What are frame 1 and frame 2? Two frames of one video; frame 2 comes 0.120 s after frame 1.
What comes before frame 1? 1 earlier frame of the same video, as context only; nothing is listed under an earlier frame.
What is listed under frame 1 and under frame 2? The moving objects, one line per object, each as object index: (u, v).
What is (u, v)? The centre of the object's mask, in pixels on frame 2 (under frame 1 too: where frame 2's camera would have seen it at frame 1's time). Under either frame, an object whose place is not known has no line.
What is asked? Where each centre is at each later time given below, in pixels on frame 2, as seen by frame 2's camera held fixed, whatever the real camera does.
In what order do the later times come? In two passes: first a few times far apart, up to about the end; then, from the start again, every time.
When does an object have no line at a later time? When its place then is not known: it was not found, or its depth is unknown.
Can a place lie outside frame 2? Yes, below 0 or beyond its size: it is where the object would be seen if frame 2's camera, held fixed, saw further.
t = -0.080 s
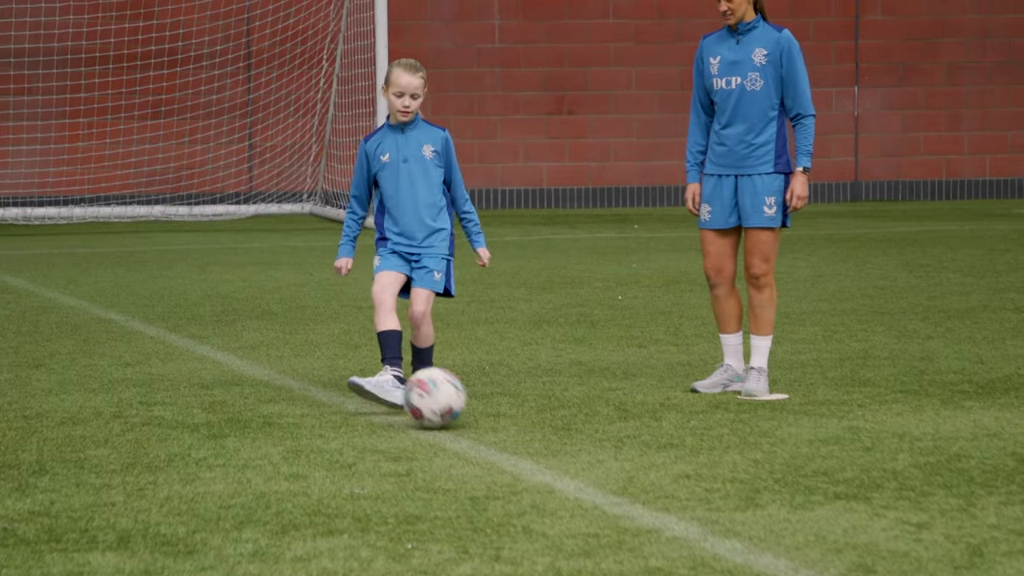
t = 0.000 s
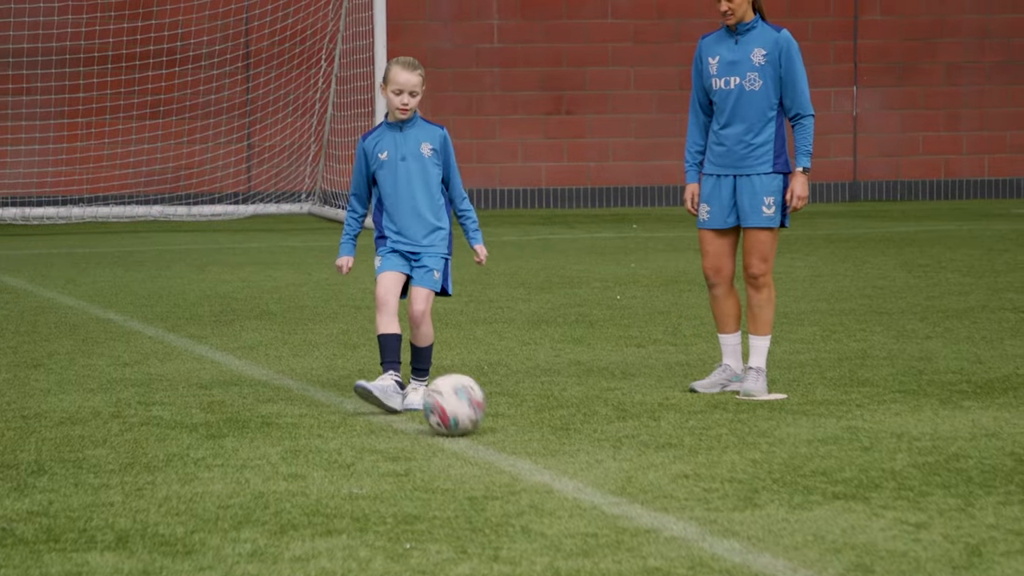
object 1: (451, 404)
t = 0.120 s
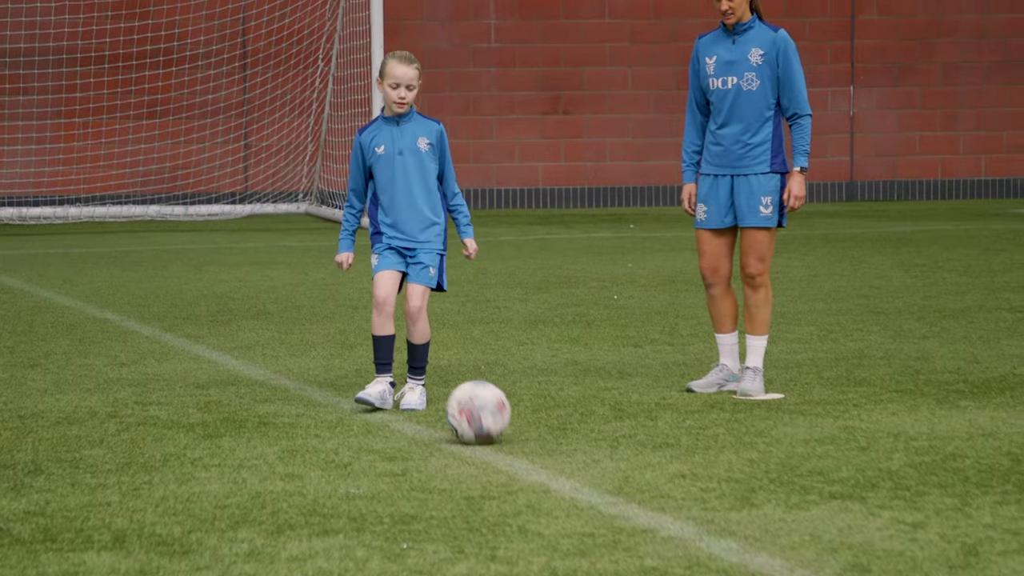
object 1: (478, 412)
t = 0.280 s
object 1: (513, 423)
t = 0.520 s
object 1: (569, 440)
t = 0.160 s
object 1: (486, 415)
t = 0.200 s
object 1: (495, 417)
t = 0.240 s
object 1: (504, 420)
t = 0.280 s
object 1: (513, 423)
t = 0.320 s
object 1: (522, 426)
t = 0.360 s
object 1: (531, 428)
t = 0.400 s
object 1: (540, 430)
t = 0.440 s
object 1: (550, 434)
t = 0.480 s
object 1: (560, 437)
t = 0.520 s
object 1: (569, 440)
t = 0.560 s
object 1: (579, 443)
